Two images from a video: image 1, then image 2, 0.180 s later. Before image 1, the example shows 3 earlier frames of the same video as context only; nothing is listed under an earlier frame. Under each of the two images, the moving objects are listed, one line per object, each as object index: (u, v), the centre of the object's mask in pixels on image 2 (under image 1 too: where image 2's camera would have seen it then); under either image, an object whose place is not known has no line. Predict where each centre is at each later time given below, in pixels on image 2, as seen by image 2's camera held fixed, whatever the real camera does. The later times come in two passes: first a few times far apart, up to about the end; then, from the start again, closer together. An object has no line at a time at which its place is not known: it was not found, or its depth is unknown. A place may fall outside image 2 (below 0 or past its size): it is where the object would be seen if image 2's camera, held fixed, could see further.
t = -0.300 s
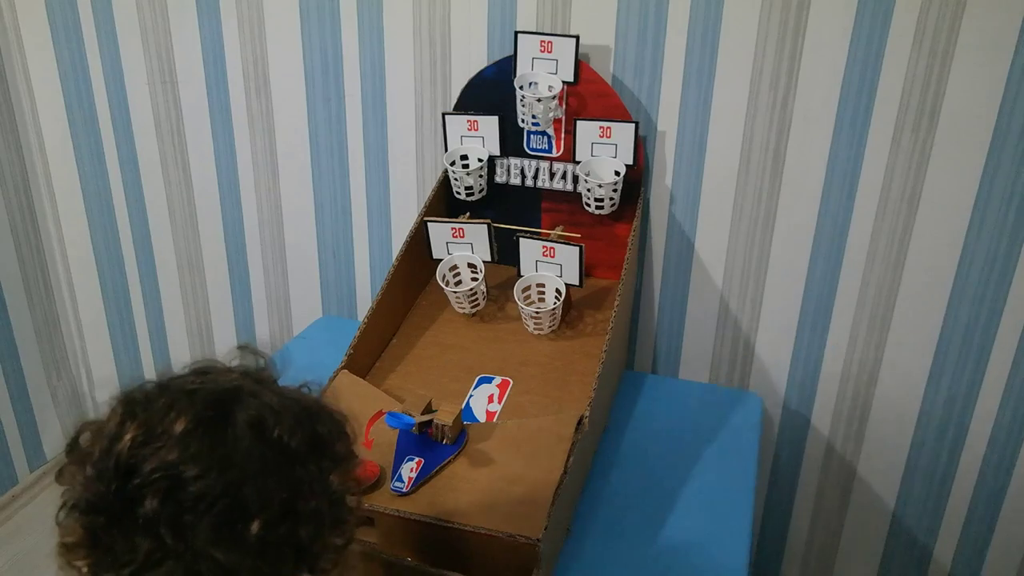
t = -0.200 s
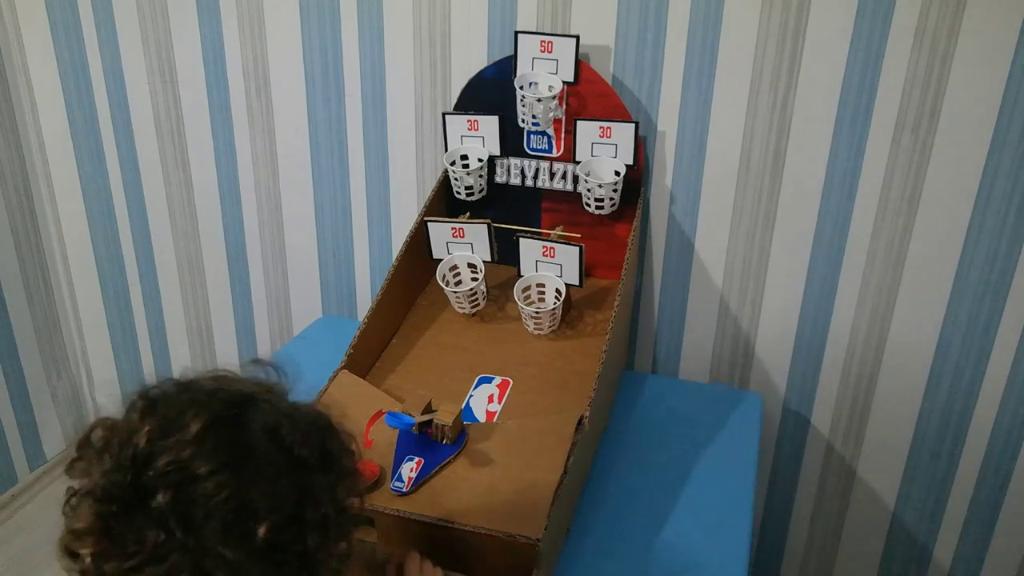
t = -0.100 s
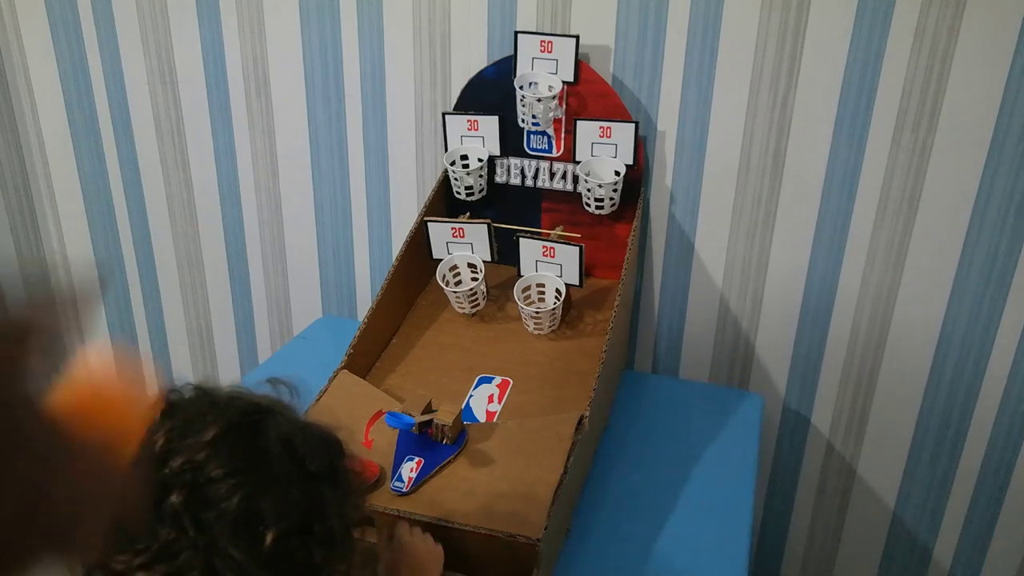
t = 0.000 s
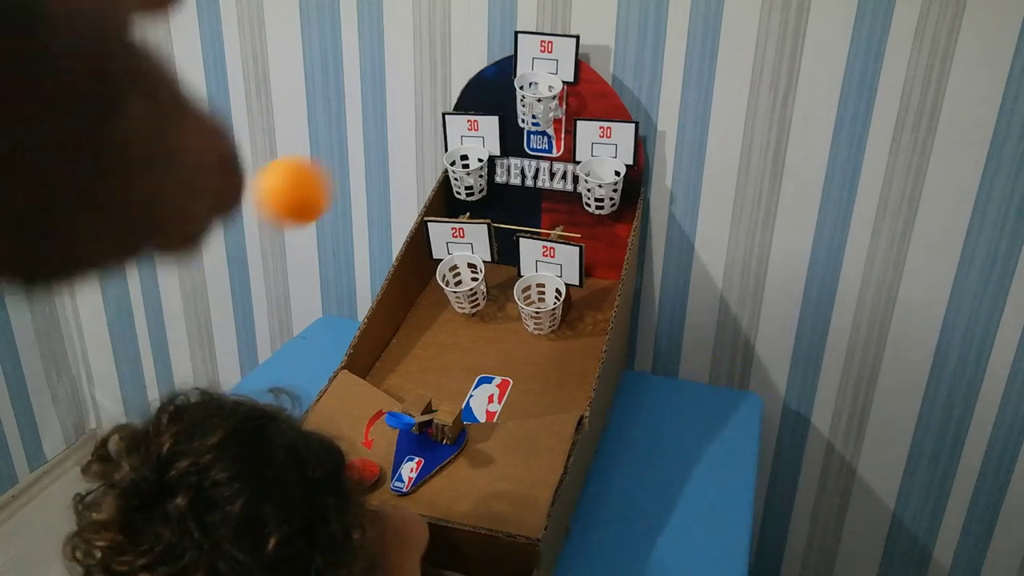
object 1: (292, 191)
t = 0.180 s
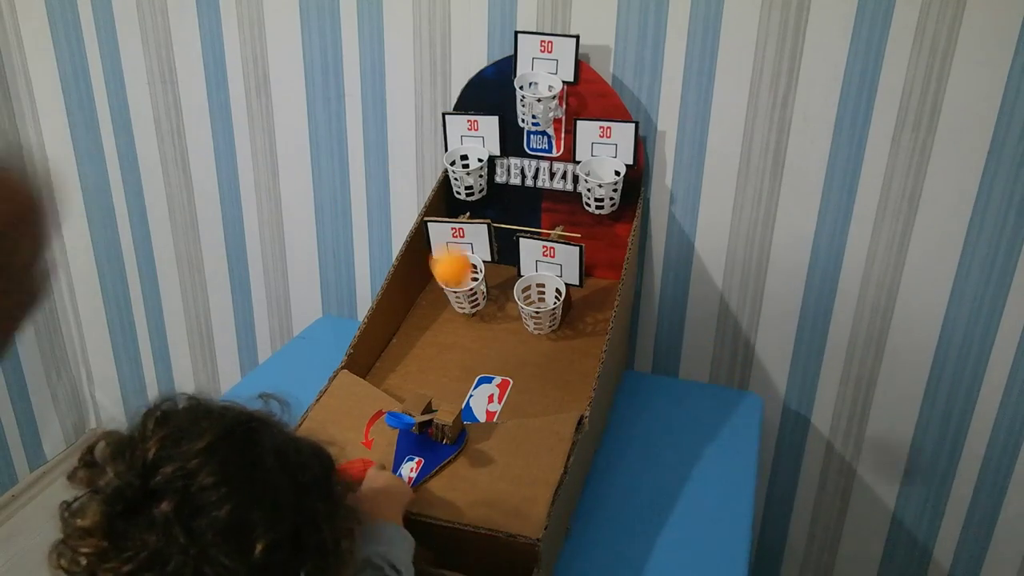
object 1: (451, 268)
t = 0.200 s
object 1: (461, 288)
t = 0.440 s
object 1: (493, 267)
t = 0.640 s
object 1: (490, 328)
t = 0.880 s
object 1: (489, 336)
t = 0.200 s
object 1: (461, 288)
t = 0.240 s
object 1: (476, 335)
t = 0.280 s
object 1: (488, 380)
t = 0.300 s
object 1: (491, 378)
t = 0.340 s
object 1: (492, 336)
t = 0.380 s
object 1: (492, 301)
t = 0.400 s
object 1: (493, 287)
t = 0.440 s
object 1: (493, 267)
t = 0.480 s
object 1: (492, 259)
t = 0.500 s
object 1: (492, 259)
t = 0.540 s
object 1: (492, 266)
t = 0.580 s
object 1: (492, 284)
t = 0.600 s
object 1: (491, 296)
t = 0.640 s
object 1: (490, 328)
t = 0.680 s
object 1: (490, 333)
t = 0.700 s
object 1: (490, 327)
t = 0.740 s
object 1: (490, 321)
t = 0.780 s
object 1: (490, 323)
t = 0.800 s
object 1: (490, 327)
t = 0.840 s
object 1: (490, 340)
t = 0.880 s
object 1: (489, 336)
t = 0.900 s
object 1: (488, 337)
